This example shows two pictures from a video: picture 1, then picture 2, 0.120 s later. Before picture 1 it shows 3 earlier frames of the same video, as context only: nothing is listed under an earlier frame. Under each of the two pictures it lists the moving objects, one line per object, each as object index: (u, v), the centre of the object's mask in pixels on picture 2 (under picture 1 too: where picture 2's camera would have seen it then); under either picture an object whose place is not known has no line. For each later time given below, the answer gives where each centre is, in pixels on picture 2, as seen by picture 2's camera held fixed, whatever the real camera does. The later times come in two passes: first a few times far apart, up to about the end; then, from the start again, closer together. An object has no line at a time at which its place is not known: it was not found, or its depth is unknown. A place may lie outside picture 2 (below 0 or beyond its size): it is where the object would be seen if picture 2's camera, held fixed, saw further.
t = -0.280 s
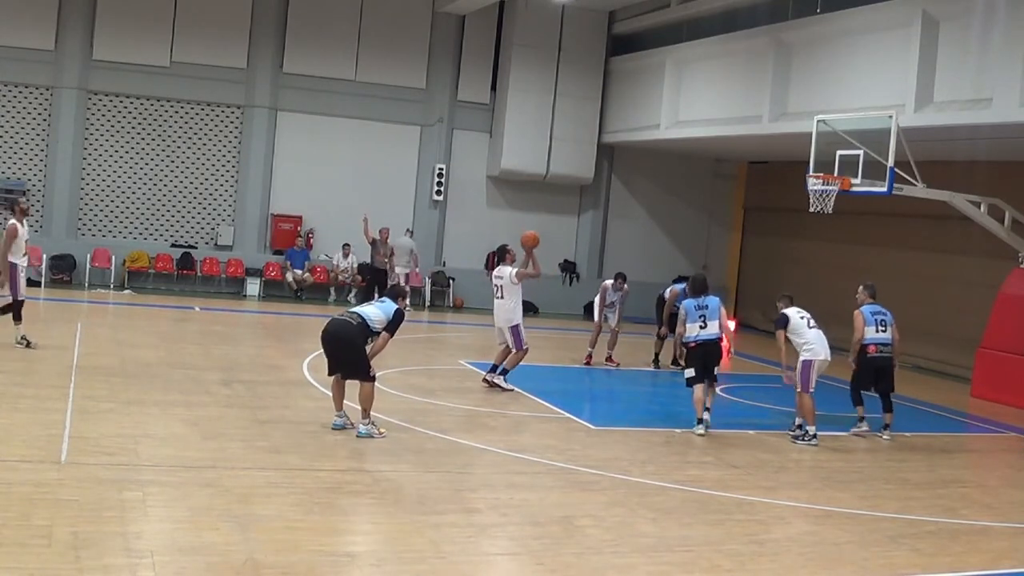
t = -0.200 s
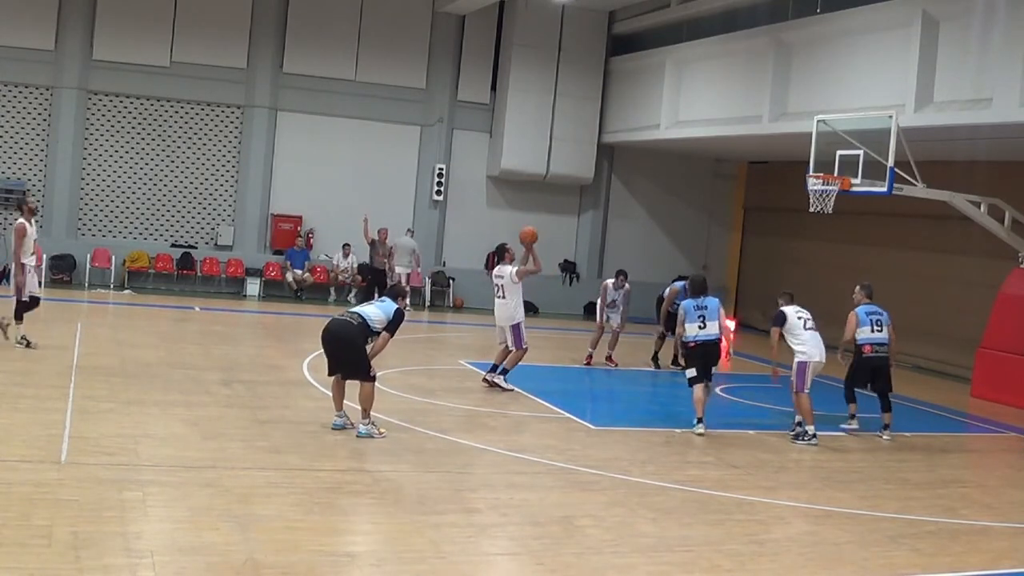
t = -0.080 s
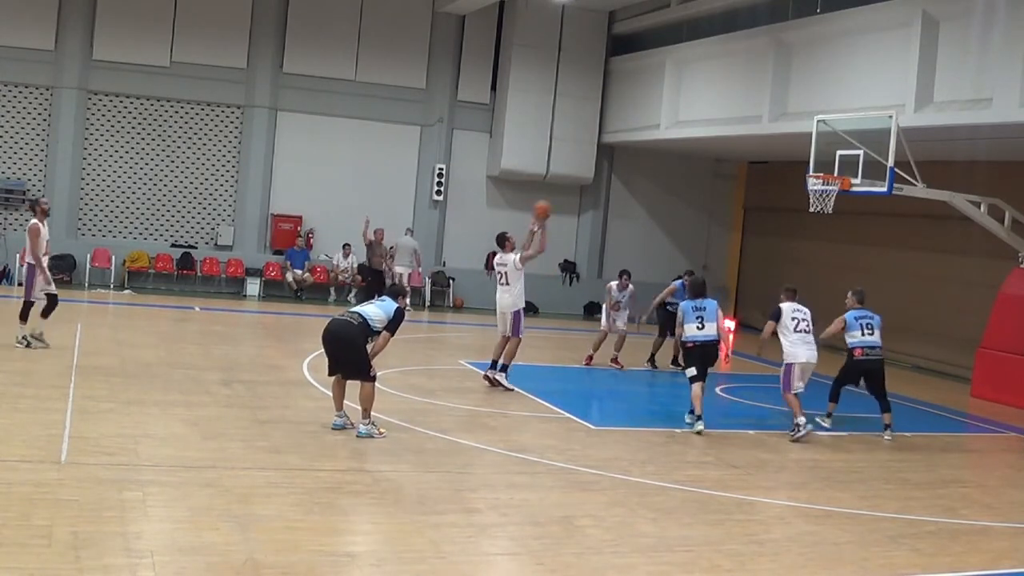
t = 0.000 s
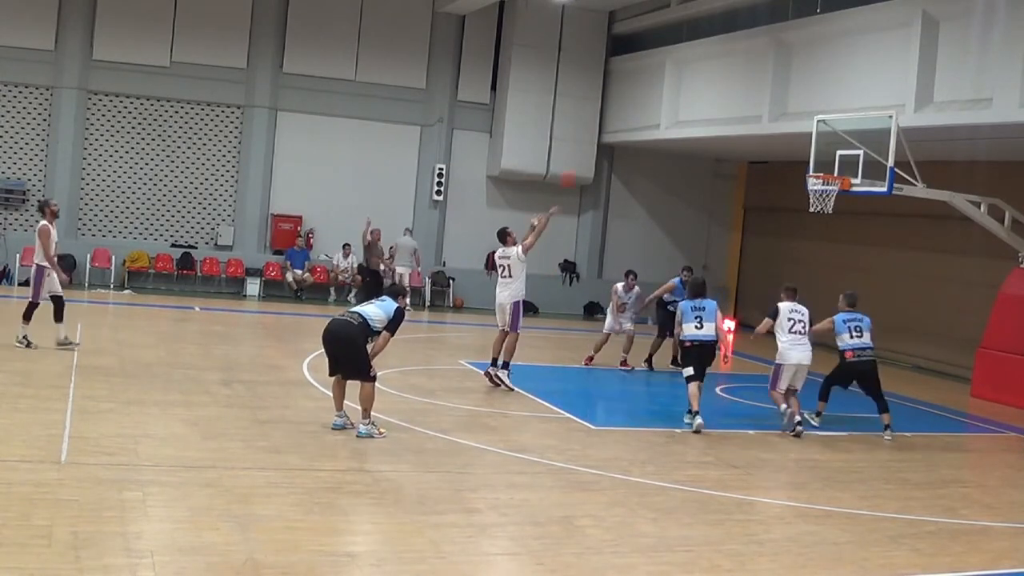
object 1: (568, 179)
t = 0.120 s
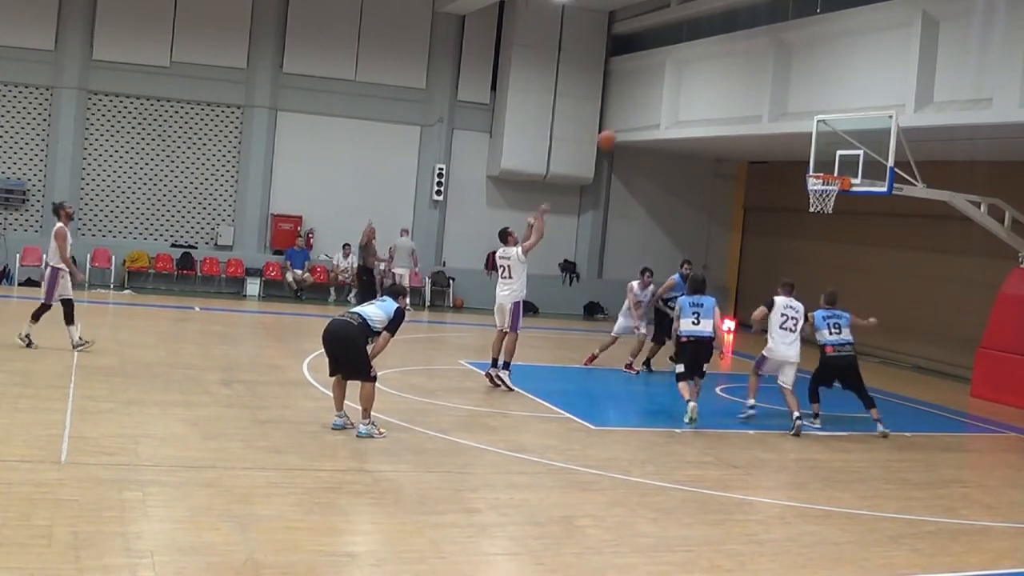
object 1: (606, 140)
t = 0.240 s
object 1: (644, 113)
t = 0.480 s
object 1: (713, 92)
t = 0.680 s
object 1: (764, 109)
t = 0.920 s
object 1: (818, 160)
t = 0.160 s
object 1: (620, 129)
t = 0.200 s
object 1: (632, 121)
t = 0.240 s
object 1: (644, 113)
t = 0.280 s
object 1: (657, 106)
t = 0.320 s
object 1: (668, 102)
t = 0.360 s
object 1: (680, 98)
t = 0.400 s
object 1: (691, 95)
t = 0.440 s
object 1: (702, 93)
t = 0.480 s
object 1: (713, 92)
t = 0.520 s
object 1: (724, 93)
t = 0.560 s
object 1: (734, 96)
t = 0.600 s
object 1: (744, 98)
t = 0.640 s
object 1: (754, 103)
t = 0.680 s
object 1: (764, 109)
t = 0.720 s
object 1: (773, 114)
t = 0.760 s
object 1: (783, 122)
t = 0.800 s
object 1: (792, 130)
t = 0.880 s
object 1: (810, 149)
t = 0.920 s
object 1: (818, 160)
